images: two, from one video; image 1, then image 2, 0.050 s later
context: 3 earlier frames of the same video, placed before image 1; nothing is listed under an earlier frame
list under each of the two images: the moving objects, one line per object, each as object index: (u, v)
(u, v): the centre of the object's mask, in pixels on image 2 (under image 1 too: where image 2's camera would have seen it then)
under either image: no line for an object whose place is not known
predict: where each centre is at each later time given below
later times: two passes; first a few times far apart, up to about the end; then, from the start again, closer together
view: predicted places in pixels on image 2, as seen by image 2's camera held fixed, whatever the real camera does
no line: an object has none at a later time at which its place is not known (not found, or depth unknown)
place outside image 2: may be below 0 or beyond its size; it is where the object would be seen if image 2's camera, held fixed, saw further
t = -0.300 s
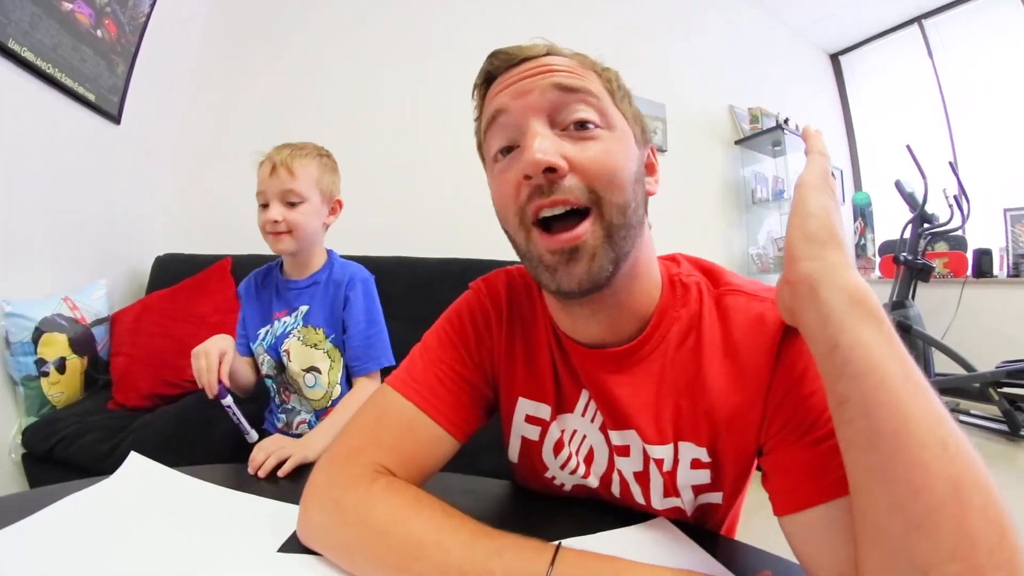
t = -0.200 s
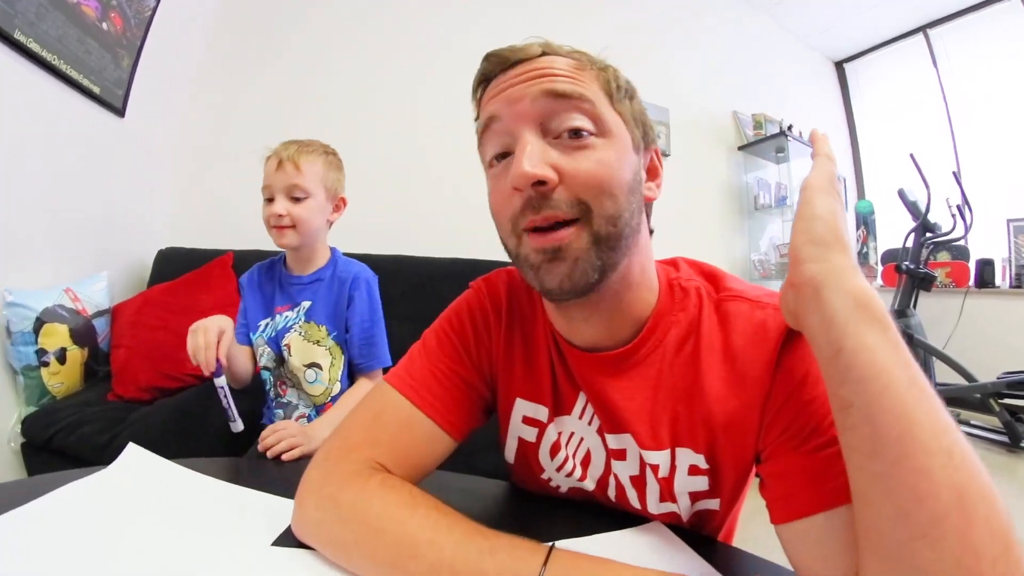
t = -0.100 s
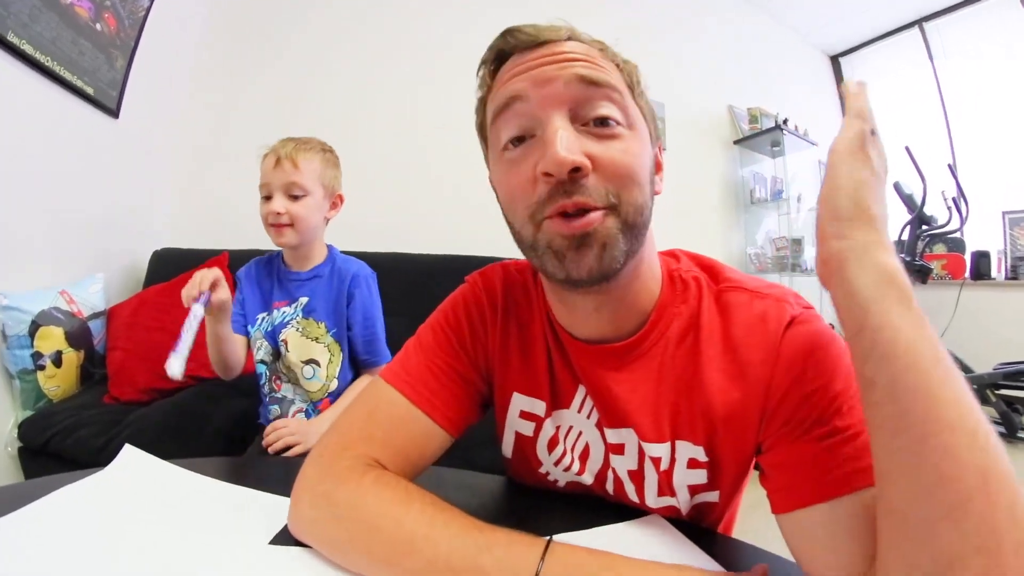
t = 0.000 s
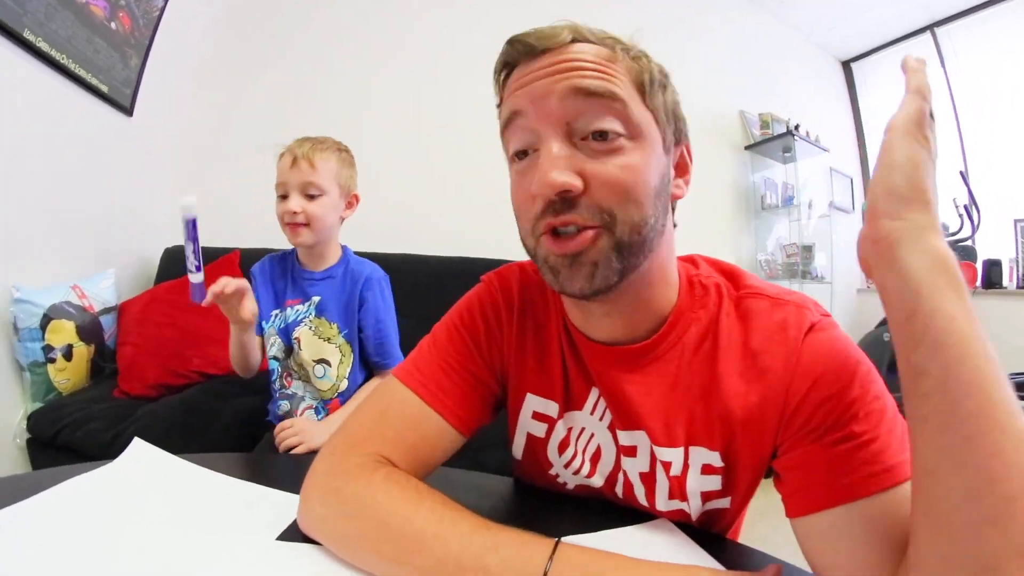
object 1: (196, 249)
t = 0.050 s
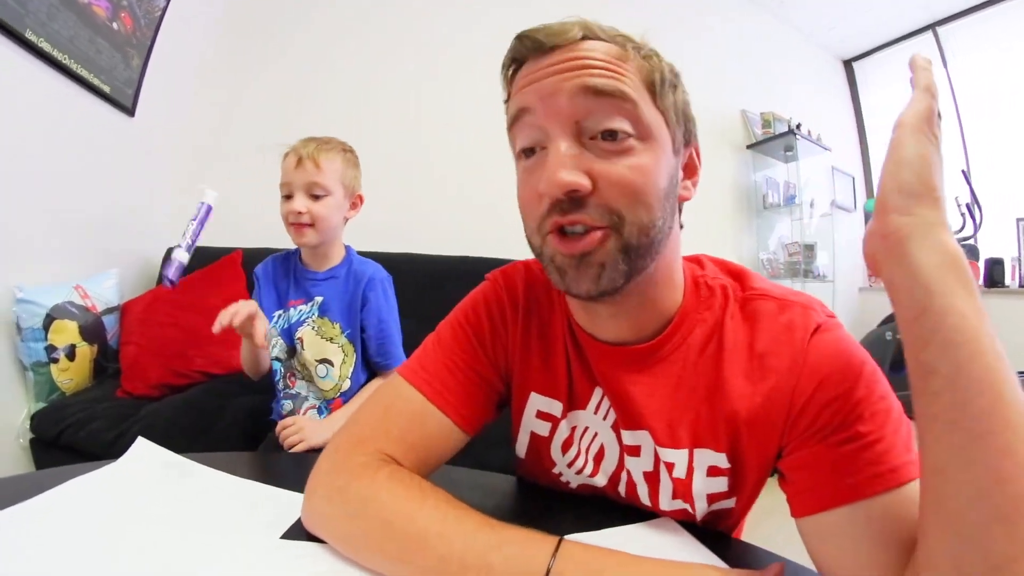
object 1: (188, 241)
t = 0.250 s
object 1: (186, 463)
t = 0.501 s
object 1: (209, 547)
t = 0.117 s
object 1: (183, 250)
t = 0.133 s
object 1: (180, 262)
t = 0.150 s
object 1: (179, 281)
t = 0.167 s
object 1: (177, 304)
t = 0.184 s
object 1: (177, 327)
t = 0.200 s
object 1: (174, 359)
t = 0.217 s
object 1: (175, 390)
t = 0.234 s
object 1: (182, 422)
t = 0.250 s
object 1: (186, 463)
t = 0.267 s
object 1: (195, 508)
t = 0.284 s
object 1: (181, 529)
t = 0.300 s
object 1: (178, 523)
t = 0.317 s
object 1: (177, 521)
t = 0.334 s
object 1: (178, 518)
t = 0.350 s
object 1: (182, 515)
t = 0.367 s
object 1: (184, 517)
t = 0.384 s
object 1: (188, 522)
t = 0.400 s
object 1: (190, 525)
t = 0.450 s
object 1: (205, 543)
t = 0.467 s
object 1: (210, 551)
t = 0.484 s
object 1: (209, 549)
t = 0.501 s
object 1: (209, 547)
